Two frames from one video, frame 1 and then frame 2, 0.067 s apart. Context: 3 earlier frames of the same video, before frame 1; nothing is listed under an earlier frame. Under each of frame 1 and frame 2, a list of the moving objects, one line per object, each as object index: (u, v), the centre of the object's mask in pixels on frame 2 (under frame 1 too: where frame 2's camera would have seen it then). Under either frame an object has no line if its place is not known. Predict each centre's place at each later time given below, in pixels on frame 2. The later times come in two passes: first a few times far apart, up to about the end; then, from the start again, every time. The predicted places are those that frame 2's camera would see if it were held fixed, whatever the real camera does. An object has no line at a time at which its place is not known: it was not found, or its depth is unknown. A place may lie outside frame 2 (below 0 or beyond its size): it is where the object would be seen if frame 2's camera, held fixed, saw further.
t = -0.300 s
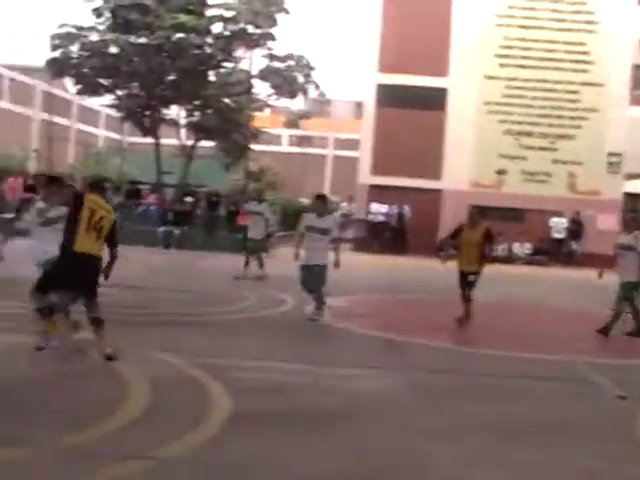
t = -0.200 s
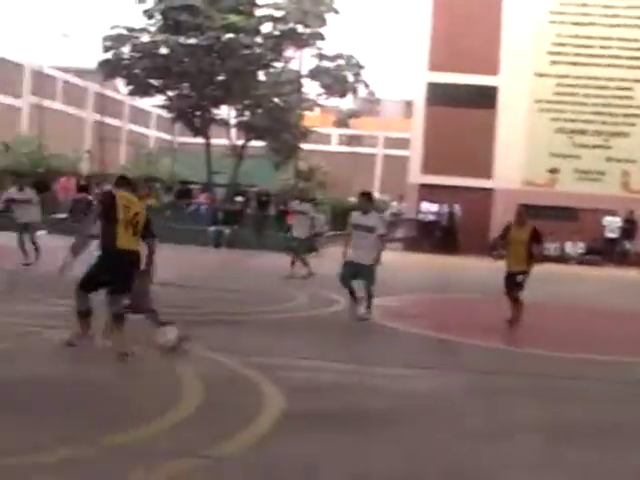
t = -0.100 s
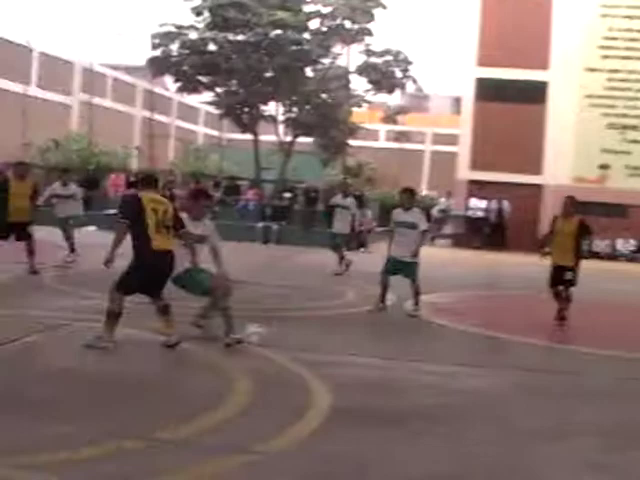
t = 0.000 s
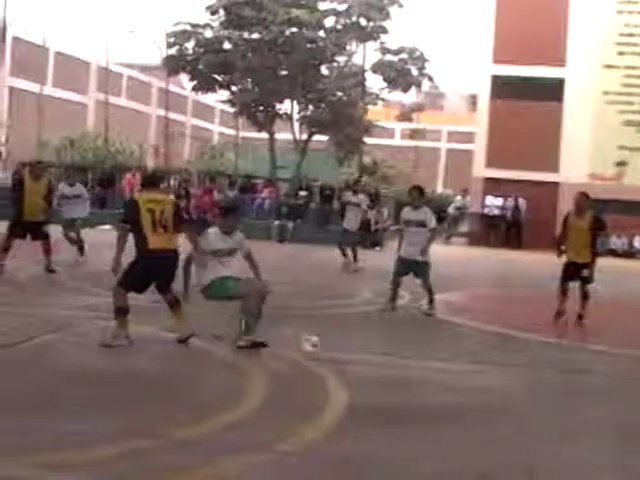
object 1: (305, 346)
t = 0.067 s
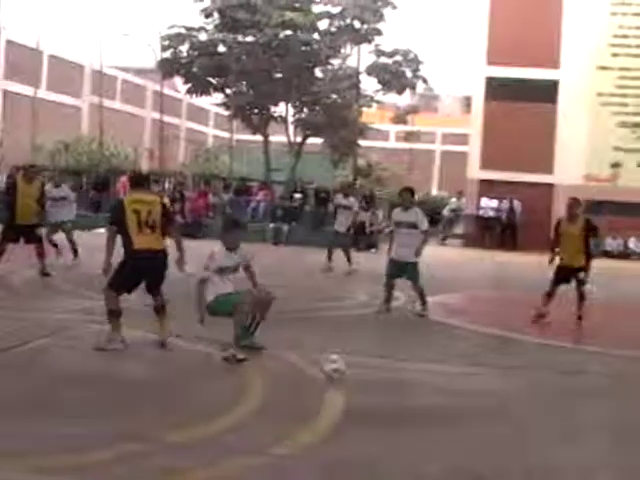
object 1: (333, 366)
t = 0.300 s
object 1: (432, 382)
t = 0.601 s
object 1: (561, 395)
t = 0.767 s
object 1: (634, 404)
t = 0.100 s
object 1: (345, 367)
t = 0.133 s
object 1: (362, 365)
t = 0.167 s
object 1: (376, 366)
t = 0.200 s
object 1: (388, 368)
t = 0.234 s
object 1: (404, 378)
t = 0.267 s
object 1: (417, 381)
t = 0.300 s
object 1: (432, 382)
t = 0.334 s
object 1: (444, 382)
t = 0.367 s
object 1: (460, 382)
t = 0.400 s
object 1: (473, 385)
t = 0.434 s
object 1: (487, 389)
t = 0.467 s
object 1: (501, 390)
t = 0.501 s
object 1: (515, 392)
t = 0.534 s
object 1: (529, 392)
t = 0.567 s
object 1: (546, 393)
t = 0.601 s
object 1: (561, 395)
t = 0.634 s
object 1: (575, 397)
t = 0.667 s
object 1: (589, 398)
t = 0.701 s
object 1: (604, 400)
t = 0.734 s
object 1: (618, 402)
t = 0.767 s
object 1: (634, 404)
